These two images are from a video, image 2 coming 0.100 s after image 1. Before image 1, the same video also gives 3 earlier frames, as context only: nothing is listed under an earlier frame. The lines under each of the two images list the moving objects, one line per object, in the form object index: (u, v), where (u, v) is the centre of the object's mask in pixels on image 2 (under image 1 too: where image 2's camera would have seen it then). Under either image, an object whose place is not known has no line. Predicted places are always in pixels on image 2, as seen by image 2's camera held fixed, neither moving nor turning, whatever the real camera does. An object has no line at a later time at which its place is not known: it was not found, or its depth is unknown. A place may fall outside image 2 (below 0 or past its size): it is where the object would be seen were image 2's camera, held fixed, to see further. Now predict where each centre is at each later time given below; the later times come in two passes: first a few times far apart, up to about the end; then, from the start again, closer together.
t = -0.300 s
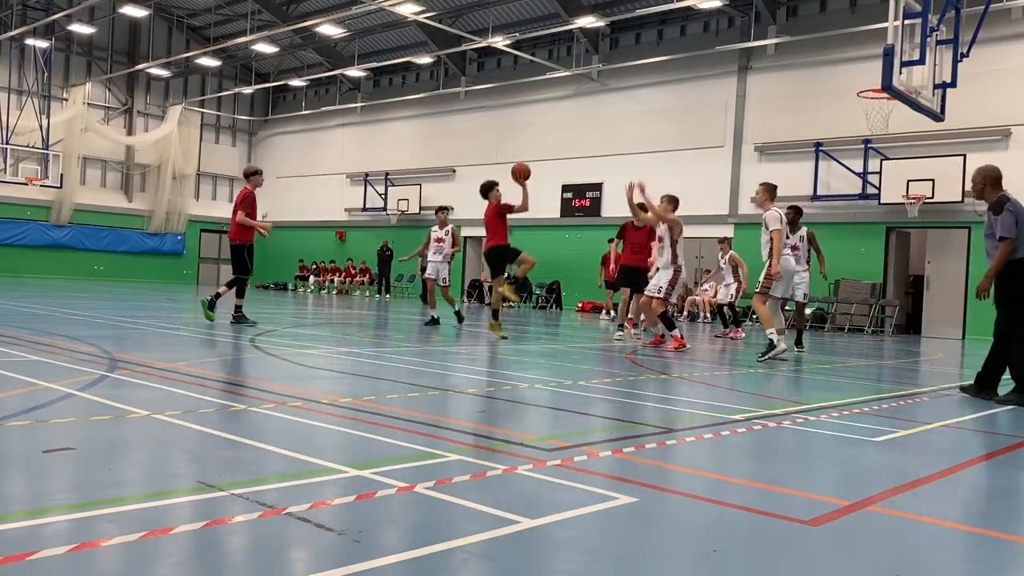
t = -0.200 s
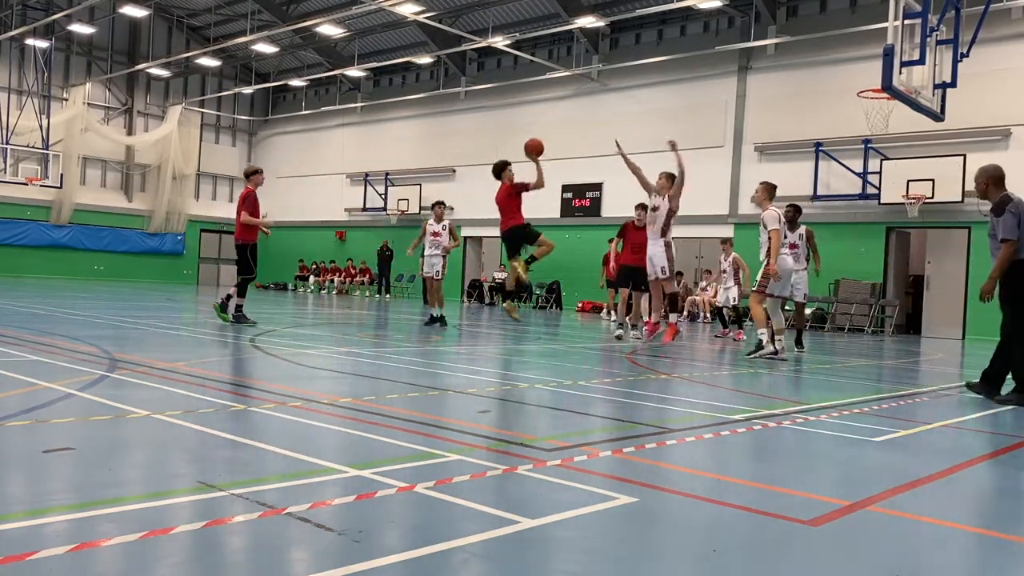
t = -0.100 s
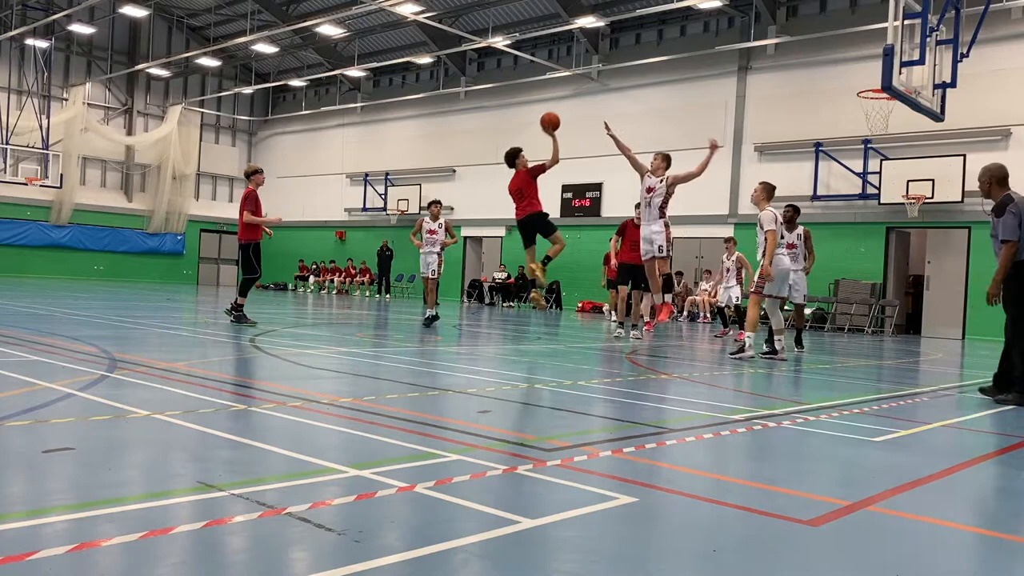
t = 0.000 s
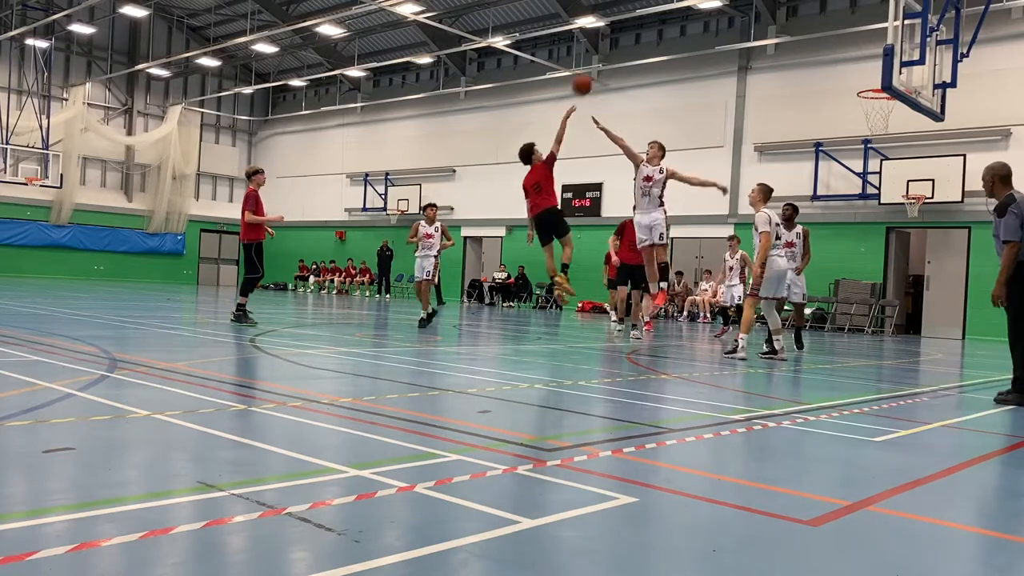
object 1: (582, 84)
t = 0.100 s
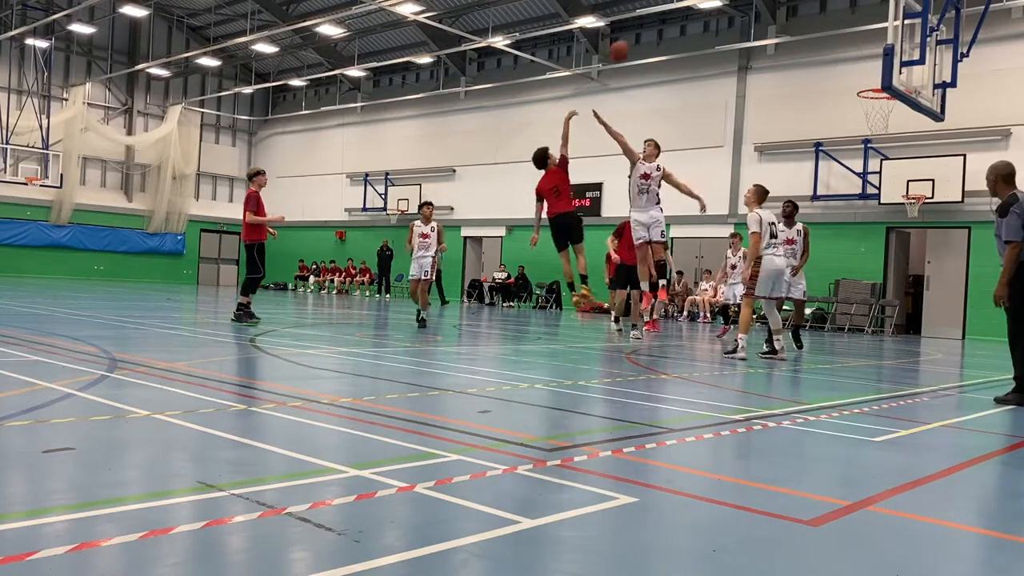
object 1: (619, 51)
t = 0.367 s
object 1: (717, 7)
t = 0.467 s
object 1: (751, 8)
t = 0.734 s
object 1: (842, 49)
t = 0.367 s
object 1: (717, 7)
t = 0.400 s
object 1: (730, 8)
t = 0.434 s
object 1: (740, 7)
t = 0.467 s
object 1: (751, 8)
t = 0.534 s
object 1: (775, 12)
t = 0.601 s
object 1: (798, 21)
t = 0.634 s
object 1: (809, 27)
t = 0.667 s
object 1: (820, 33)
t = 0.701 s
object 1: (830, 42)
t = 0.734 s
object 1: (842, 49)
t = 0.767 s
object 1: (853, 59)
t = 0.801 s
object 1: (864, 70)
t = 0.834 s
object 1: (873, 80)
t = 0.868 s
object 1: (882, 97)
